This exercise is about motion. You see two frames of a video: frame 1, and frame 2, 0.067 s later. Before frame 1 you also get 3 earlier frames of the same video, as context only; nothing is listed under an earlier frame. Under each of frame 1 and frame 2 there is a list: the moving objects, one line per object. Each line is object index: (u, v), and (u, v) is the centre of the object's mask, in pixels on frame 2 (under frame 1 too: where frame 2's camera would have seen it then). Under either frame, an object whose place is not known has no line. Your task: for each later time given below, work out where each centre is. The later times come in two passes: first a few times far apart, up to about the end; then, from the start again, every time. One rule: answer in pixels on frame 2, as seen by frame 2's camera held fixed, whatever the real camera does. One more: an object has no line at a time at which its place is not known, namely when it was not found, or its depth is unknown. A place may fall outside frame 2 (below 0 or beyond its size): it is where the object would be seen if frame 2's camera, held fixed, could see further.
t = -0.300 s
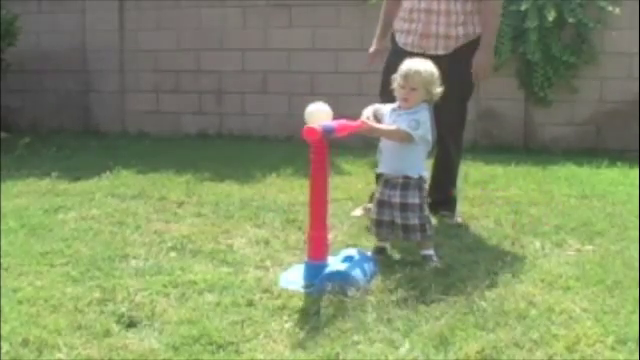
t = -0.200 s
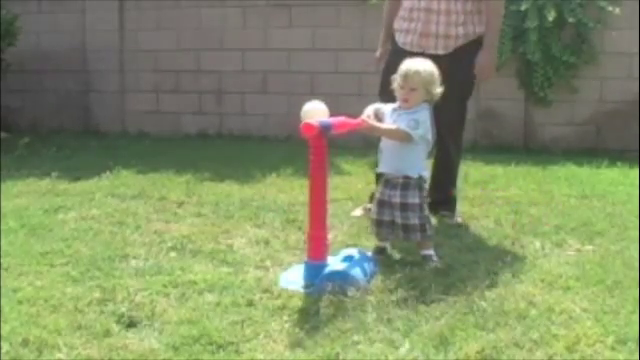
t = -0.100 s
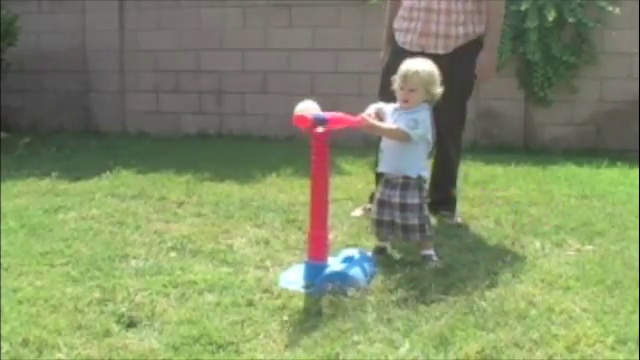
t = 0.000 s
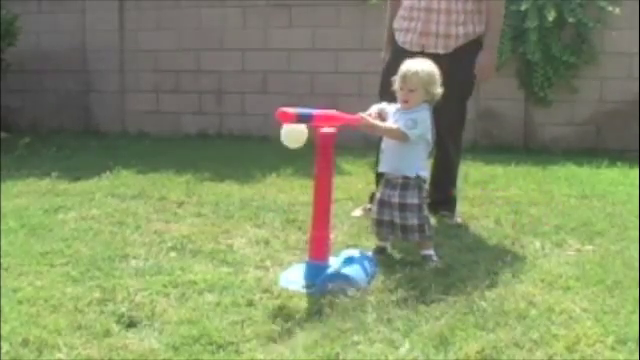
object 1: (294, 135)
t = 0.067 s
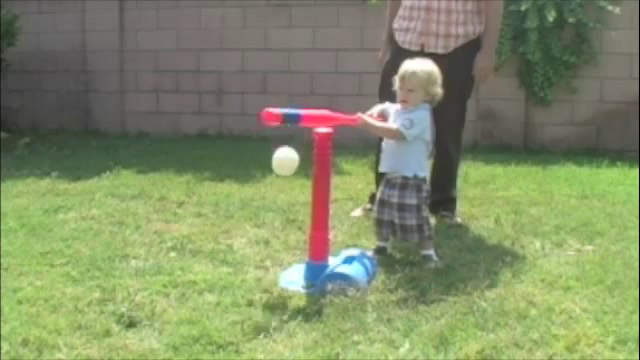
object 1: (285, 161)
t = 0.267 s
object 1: (261, 258)
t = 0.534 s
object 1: (234, 265)
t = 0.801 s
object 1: (227, 260)
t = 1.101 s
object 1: (227, 260)
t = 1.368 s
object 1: (232, 261)
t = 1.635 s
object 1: (238, 263)
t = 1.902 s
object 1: (237, 263)
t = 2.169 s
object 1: (237, 263)
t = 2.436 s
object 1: (237, 264)
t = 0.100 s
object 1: (280, 178)
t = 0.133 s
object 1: (276, 200)
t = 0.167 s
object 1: (272, 223)
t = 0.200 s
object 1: (269, 250)
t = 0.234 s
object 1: (265, 266)
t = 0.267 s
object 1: (261, 258)
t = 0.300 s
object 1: (258, 249)
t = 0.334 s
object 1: (254, 243)
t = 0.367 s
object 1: (251, 241)
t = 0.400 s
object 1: (247, 241)
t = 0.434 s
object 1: (243, 244)
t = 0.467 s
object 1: (240, 251)
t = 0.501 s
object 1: (236, 260)
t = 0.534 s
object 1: (234, 265)
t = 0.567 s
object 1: (232, 261)
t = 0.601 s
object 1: (231, 258)
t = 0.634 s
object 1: (231, 257)
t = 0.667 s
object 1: (230, 259)
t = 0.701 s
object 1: (228, 261)
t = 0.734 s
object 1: (228, 260)
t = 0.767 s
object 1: (227, 259)
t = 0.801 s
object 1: (227, 260)
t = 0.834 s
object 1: (227, 260)
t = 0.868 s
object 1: (226, 260)
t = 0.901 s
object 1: (226, 260)
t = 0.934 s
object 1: (226, 260)
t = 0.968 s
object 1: (226, 260)
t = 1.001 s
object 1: (226, 260)
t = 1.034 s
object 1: (227, 260)
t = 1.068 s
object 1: (227, 260)
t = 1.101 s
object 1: (227, 260)
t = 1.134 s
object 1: (227, 260)
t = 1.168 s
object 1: (228, 260)
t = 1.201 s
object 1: (228, 260)
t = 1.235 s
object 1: (229, 261)
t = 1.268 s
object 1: (229, 261)
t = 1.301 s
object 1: (230, 261)
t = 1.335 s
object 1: (231, 261)
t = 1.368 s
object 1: (232, 261)
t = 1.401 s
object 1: (233, 261)
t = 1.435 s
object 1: (234, 262)
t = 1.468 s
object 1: (235, 262)
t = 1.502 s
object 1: (235, 262)
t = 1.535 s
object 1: (236, 263)
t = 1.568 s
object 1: (237, 263)
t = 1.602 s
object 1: (237, 263)
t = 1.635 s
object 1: (238, 263)
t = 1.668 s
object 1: (238, 263)
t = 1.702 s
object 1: (238, 263)
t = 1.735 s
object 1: (238, 263)
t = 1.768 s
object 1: (238, 263)
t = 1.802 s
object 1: (238, 263)
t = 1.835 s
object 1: (237, 263)
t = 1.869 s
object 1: (237, 263)
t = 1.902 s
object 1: (237, 263)
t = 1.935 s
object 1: (237, 263)
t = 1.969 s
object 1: (237, 263)
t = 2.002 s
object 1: (237, 263)
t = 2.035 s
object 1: (237, 263)
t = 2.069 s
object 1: (237, 263)
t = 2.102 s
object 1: (237, 263)
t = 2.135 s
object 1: (237, 263)
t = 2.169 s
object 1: (237, 263)
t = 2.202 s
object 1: (237, 263)
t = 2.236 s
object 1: (237, 263)
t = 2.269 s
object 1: (237, 263)
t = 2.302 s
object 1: (237, 263)
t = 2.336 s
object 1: (237, 262)
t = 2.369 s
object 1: (237, 263)
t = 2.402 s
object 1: (237, 263)
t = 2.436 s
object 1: (237, 264)
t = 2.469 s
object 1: (237, 264)
